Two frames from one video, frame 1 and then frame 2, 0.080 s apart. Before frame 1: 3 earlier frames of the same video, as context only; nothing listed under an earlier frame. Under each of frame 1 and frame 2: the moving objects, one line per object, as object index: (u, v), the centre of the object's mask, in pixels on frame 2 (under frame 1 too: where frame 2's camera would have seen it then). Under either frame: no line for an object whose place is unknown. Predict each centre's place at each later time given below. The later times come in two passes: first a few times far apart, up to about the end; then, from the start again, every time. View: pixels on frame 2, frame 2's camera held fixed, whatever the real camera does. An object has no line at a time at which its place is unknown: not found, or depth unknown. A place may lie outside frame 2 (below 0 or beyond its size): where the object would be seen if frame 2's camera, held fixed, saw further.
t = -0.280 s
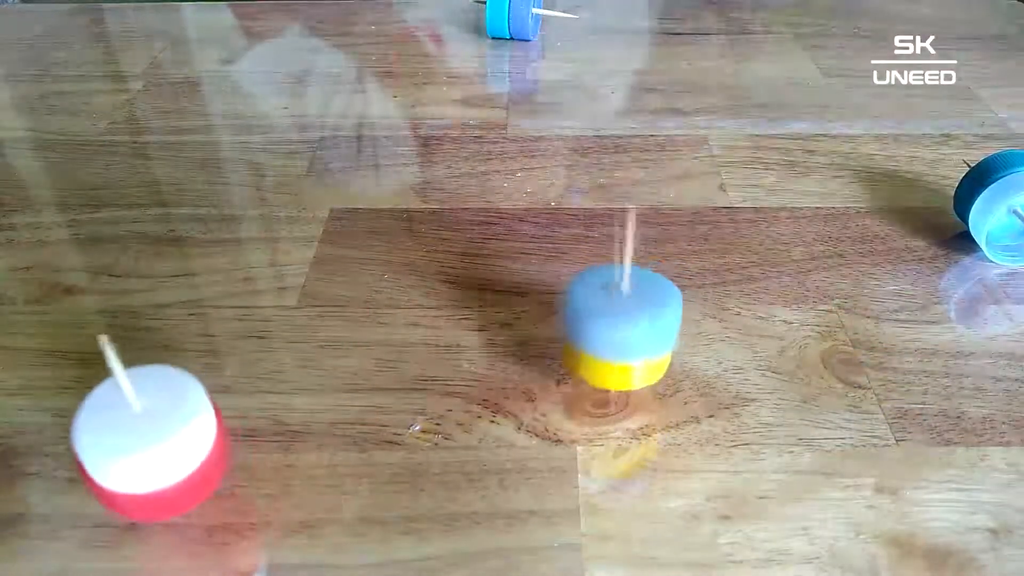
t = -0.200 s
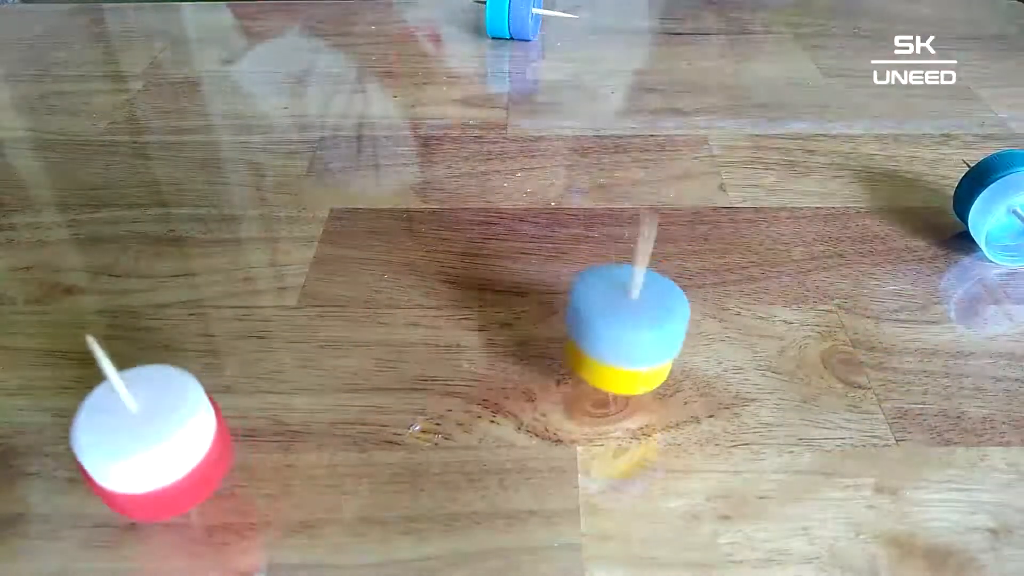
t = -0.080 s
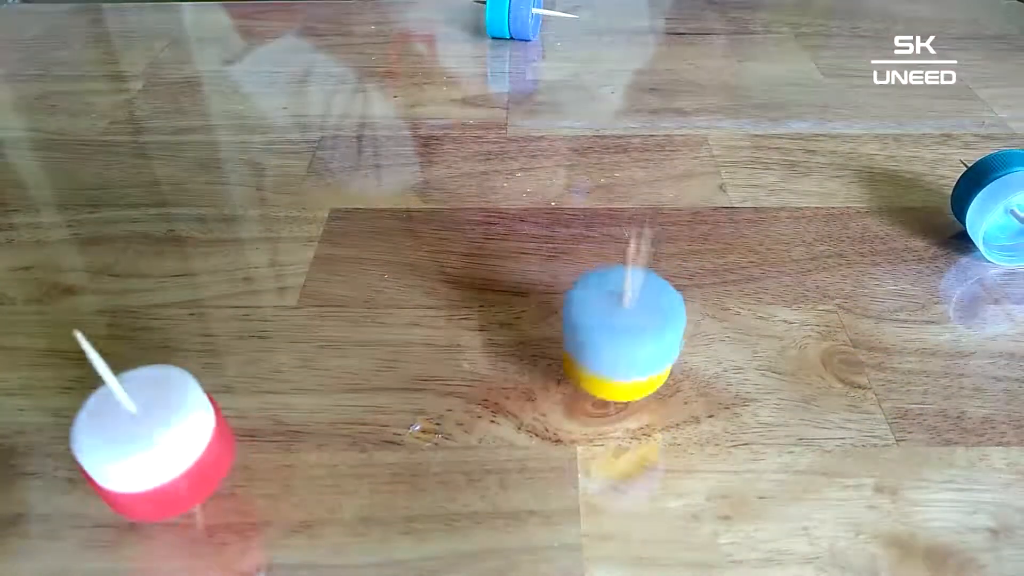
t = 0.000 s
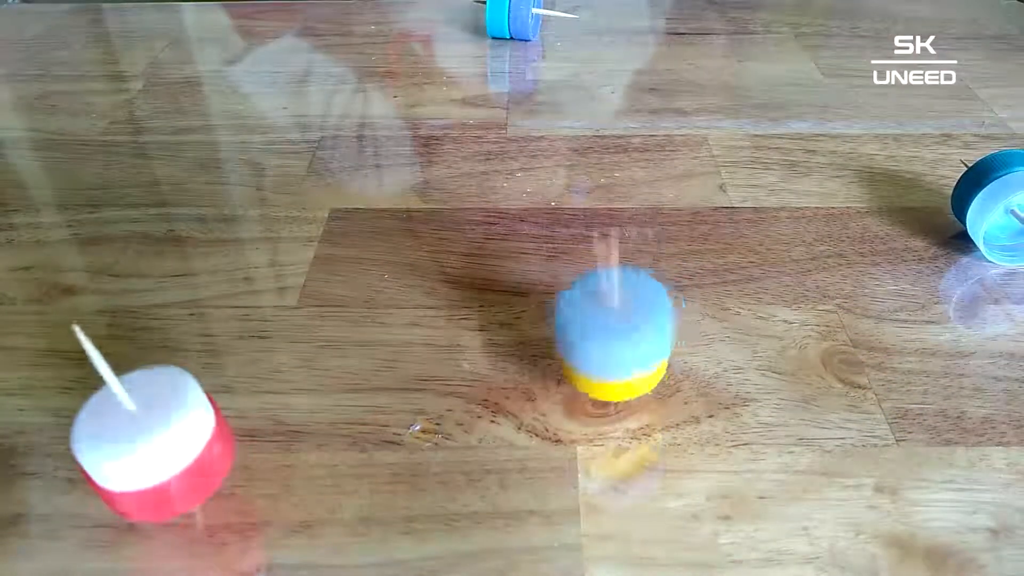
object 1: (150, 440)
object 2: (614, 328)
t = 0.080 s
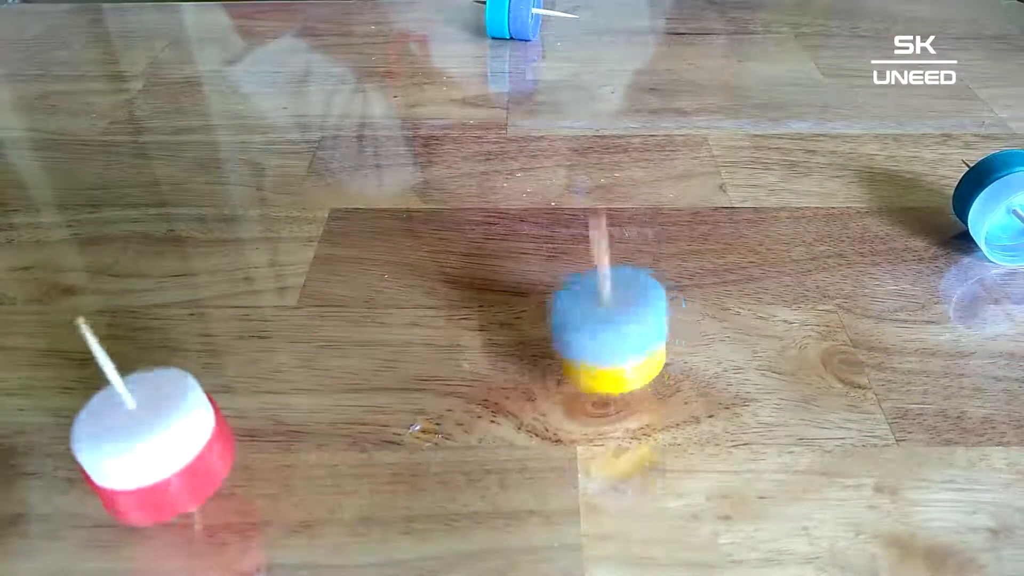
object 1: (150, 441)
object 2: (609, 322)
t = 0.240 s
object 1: (147, 444)
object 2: (633, 322)
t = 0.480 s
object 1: (144, 447)
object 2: (591, 335)
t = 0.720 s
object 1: (142, 447)
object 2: (663, 343)
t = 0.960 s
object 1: (141, 447)
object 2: (624, 382)
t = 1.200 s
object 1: (140, 447)
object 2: (646, 448)
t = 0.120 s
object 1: (150, 442)
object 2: (613, 318)
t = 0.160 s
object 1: (149, 443)
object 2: (618, 320)
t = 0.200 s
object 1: (148, 443)
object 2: (626, 319)
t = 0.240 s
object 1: (147, 444)
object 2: (633, 322)
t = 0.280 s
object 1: (146, 445)
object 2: (635, 329)
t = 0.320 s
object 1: (146, 445)
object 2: (633, 333)
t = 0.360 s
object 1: (145, 446)
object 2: (626, 340)
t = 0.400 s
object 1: (145, 446)
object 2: (614, 343)
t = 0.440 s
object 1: (144, 446)
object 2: (599, 339)
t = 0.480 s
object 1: (144, 447)
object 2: (591, 335)
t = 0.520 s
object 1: (143, 447)
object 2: (589, 321)
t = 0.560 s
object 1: (143, 447)
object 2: (603, 310)
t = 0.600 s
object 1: (143, 447)
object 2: (620, 302)
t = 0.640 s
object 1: (142, 447)
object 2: (644, 319)
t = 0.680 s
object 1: (142, 447)
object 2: (653, 333)
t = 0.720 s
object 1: (142, 447)
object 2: (663, 343)
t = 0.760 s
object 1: (141, 447)
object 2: (666, 356)
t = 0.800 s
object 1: (141, 447)
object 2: (663, 365)
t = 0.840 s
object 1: (141, 446)
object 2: (648, 373)
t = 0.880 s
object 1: (141, 446)
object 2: (634, 378)
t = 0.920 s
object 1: (141, 447)
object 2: (626, 381)
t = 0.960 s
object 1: (141, 447)
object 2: (624, 382)
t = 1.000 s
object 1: (141, 447)
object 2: (623, 383)
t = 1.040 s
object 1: (141, 446)
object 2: (625, 389)
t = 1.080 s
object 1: (141, 446)
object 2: (628, 394)
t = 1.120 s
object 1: (141, 446)
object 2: (634, 409)
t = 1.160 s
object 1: (141, 446)
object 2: (639, 425)
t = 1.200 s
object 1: (140, 447)
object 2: (646, 448)
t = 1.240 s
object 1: (140, 448)
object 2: (648, 468)
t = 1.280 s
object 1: (140, 448)
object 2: (656, 497)
